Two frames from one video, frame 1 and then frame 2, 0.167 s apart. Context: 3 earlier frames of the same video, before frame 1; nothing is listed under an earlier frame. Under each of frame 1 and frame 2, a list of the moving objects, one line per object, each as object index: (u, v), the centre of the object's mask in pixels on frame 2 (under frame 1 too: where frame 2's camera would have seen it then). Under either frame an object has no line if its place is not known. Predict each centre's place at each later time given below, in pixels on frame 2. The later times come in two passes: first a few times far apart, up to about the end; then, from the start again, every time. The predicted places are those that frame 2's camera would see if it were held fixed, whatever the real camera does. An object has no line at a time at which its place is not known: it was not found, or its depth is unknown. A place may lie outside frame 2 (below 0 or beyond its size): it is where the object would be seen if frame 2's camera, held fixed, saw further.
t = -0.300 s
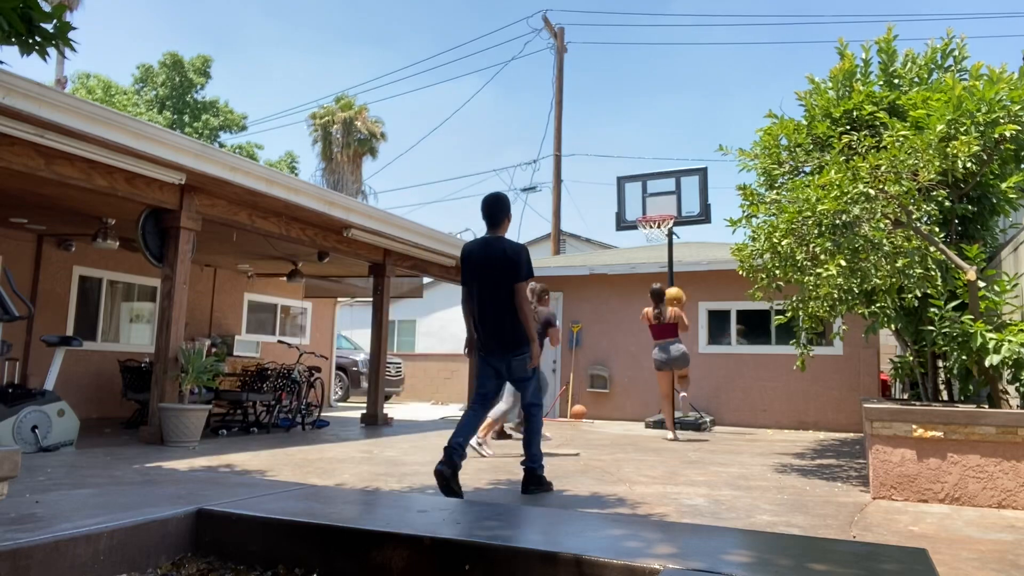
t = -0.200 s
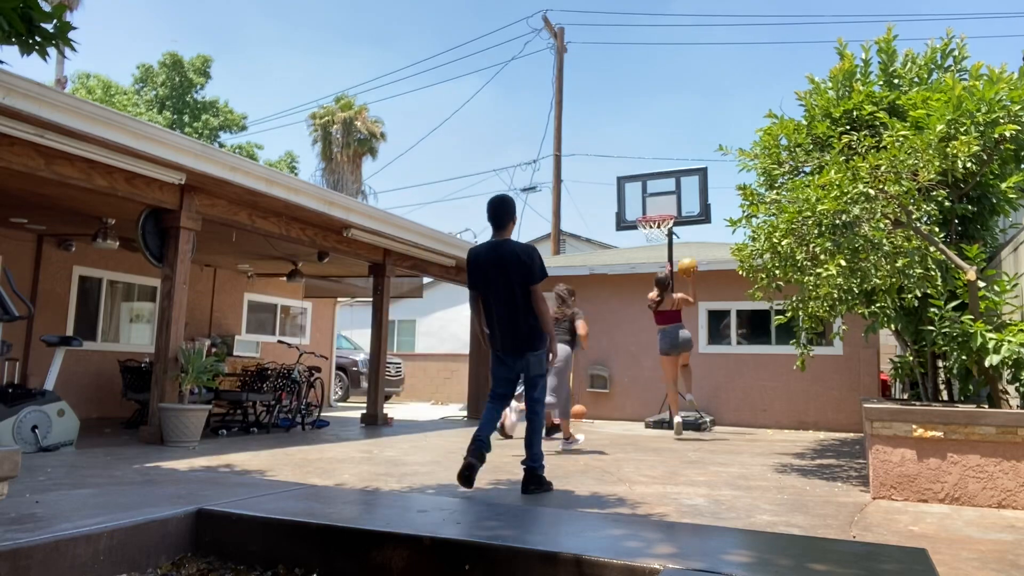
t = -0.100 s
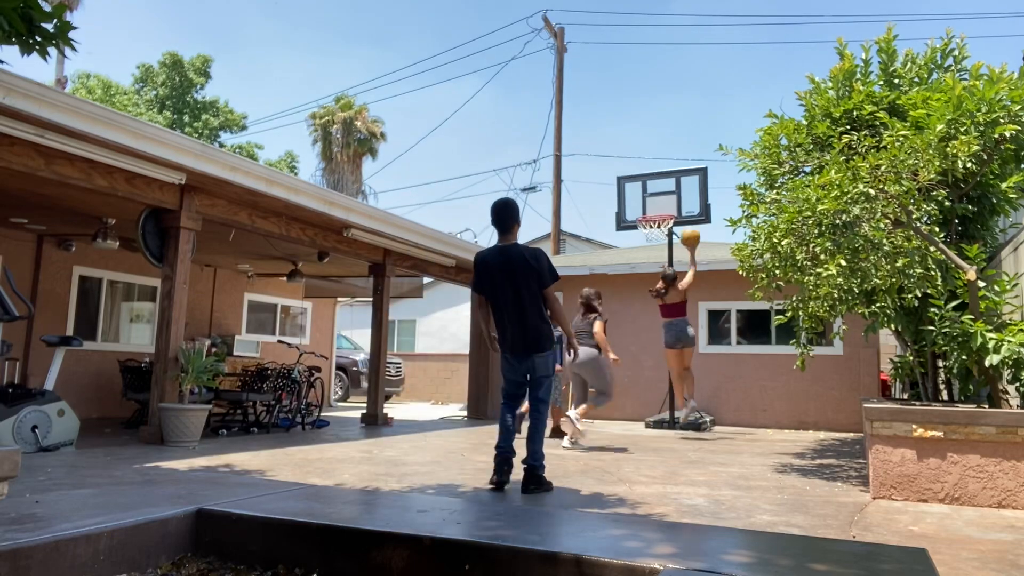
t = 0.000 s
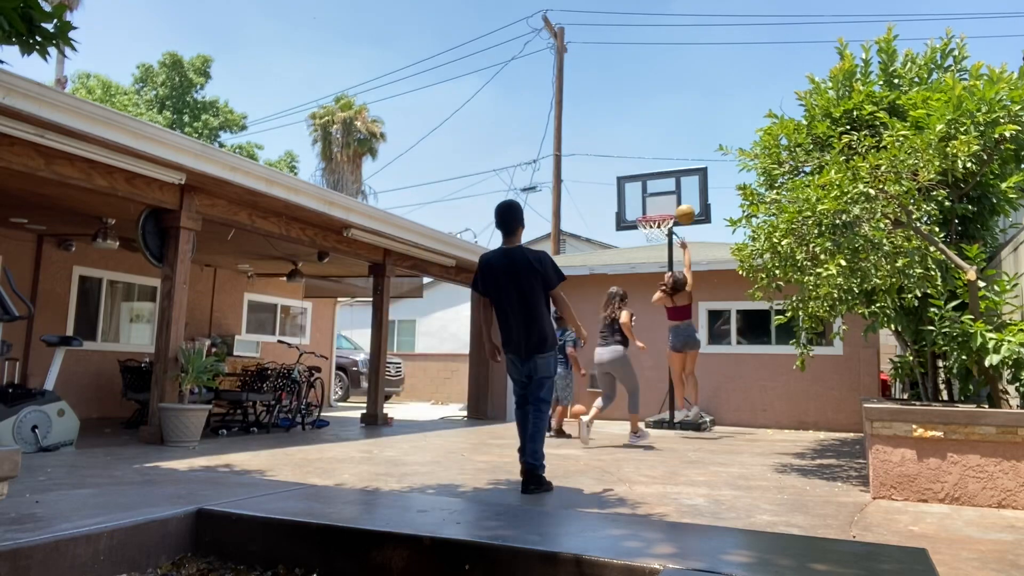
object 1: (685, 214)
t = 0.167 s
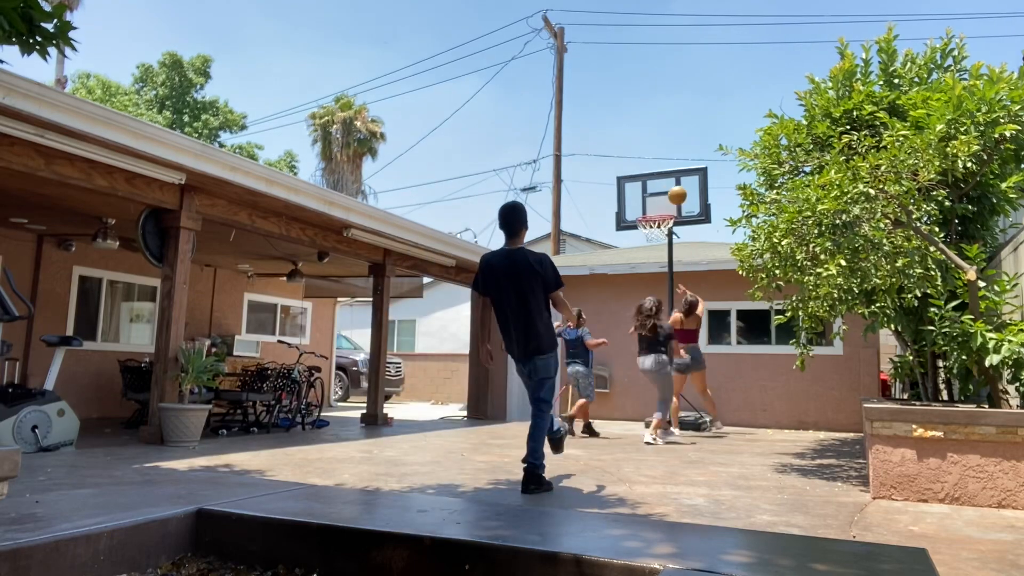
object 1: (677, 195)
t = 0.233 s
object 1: (673, 193)
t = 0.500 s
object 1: (653, 210)
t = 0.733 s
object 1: (651, 235)
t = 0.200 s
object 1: (675, 194)
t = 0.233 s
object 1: (673, 193)
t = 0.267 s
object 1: (671, 193)
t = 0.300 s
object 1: (668, 193)
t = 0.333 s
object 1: (666, 194)
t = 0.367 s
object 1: (663, 196)
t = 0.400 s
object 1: (661, 199)
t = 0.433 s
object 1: (658, 203)
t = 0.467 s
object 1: (655, 207)
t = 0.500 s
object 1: (653, 210)
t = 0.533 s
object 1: (653, 211)
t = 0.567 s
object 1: (652, 212)
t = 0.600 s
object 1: (651, 219)
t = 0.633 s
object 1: (650, 220)
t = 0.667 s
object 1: (650, 225)
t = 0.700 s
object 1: (651, 232)
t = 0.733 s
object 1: (651, 235)
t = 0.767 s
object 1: (652, 237)
